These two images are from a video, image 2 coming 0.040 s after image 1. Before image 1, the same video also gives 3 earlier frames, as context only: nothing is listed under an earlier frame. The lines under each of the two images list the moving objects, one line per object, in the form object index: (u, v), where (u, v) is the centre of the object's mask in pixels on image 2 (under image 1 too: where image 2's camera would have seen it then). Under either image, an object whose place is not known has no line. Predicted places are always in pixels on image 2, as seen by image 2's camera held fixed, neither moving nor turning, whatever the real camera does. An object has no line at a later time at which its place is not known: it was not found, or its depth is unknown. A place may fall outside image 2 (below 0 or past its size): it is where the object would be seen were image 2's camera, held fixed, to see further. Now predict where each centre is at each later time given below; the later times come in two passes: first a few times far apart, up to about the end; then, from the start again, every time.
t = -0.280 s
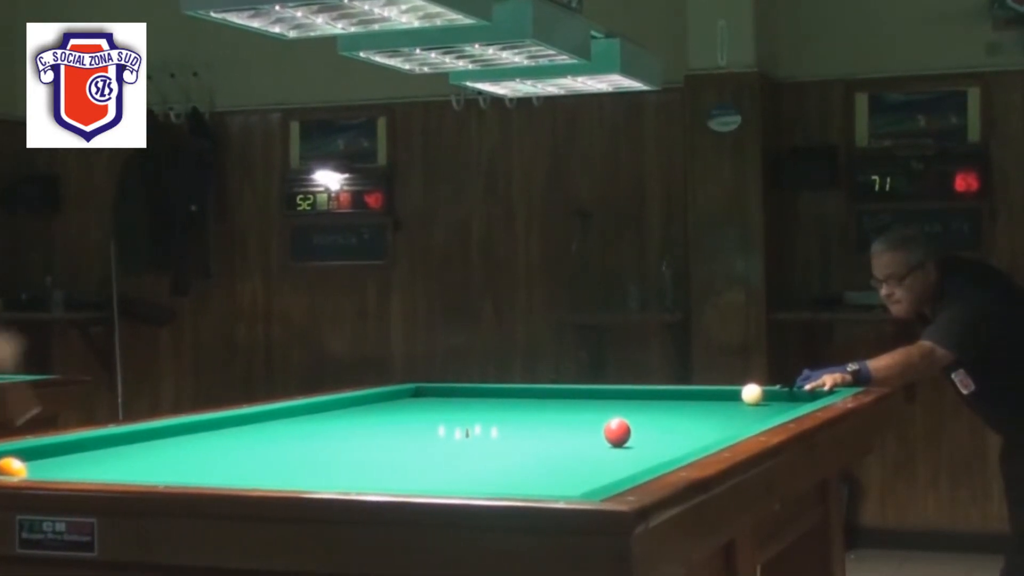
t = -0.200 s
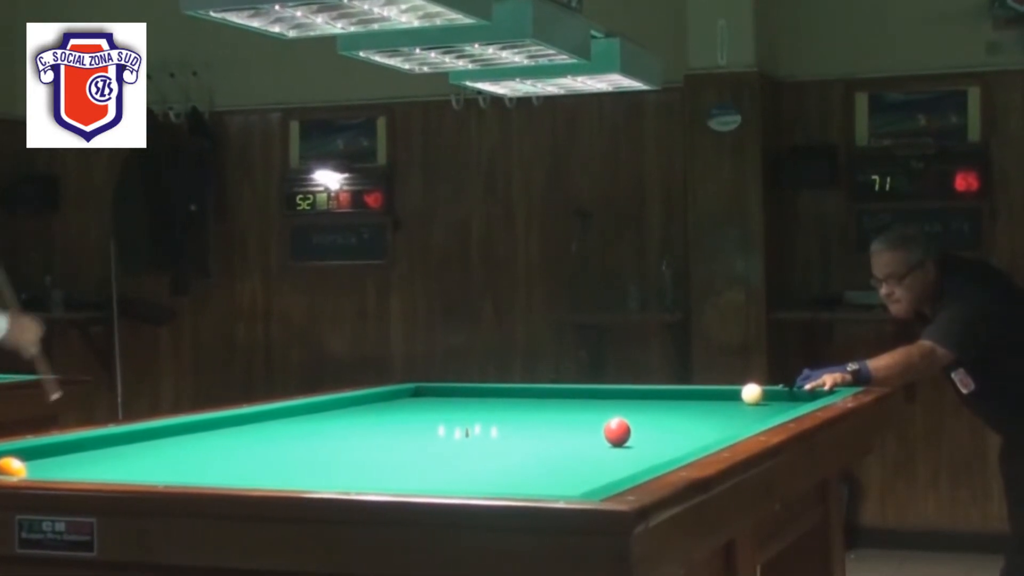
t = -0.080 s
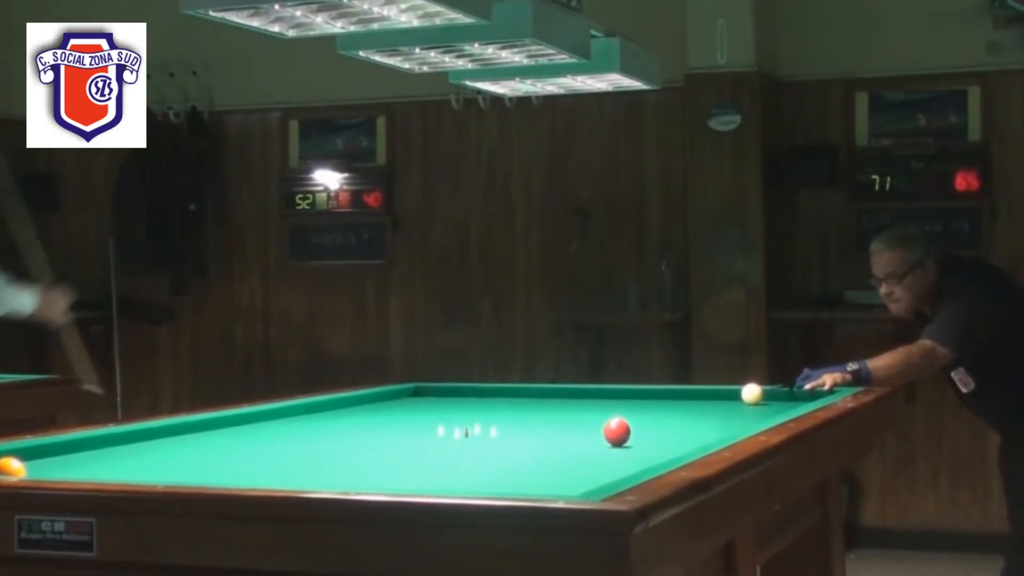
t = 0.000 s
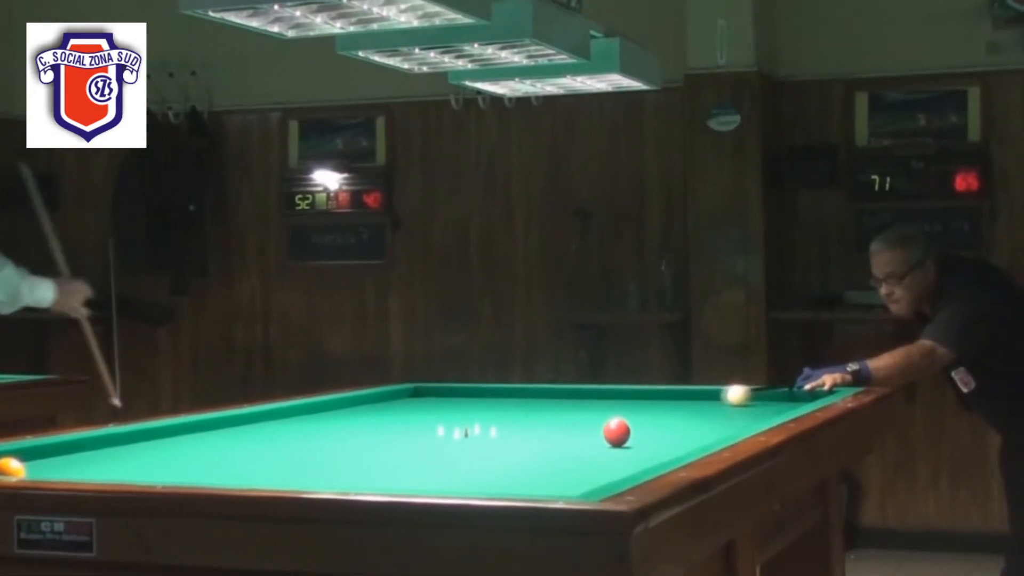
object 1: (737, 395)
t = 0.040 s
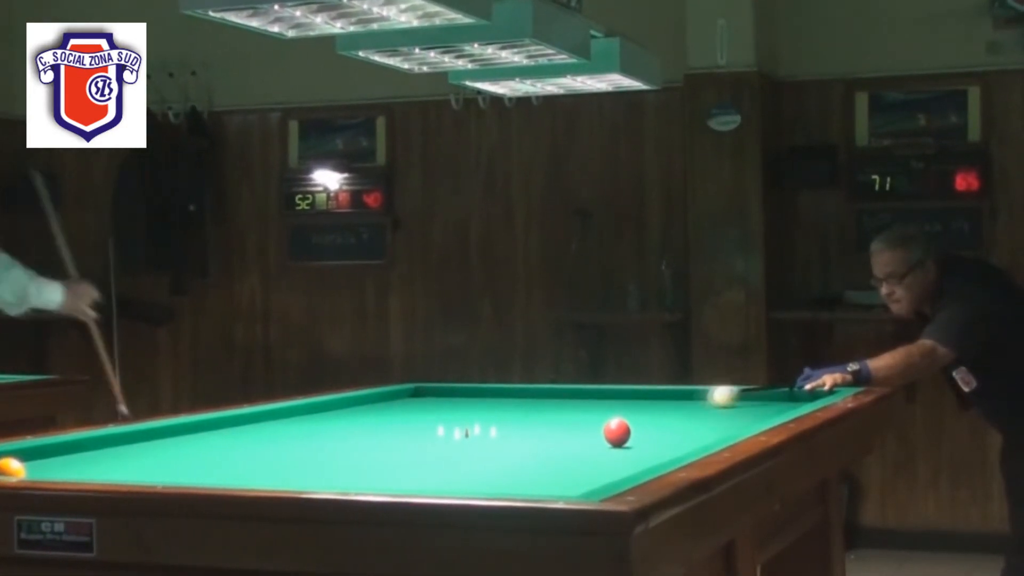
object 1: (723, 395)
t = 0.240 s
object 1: (640, 402)
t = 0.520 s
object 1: (511, 412)
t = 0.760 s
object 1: (389, 421)
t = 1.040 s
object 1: (231, 433)
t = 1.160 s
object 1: (153, 438)
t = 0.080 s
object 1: (707, 397)
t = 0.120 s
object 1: (689, 397)
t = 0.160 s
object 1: (672, 399)
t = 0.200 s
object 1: (654, 401)
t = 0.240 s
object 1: (640, 402)
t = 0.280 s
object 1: (623, 404)
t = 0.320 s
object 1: (603, 405)
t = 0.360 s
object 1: (587, 407)
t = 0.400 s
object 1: (565, 408)
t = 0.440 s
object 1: (549, 409)
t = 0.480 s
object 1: (533, 411)
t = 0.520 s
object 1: (511, 412)
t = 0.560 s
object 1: (491, 413)
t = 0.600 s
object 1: (470, 414)
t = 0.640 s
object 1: (453, 416)
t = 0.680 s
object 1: (432, 417)
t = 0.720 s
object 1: (411, 419)
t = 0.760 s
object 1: (389, 421)
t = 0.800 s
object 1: (365, 422)
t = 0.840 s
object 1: (347, 424)
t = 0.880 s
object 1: (325, 426)
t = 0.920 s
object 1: (299, 428)
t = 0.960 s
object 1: (275, 430)
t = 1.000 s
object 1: (251, 431)
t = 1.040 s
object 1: (231, 433)
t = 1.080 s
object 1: (209, 434)
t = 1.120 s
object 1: (182, 437)
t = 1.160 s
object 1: (153, 438)
